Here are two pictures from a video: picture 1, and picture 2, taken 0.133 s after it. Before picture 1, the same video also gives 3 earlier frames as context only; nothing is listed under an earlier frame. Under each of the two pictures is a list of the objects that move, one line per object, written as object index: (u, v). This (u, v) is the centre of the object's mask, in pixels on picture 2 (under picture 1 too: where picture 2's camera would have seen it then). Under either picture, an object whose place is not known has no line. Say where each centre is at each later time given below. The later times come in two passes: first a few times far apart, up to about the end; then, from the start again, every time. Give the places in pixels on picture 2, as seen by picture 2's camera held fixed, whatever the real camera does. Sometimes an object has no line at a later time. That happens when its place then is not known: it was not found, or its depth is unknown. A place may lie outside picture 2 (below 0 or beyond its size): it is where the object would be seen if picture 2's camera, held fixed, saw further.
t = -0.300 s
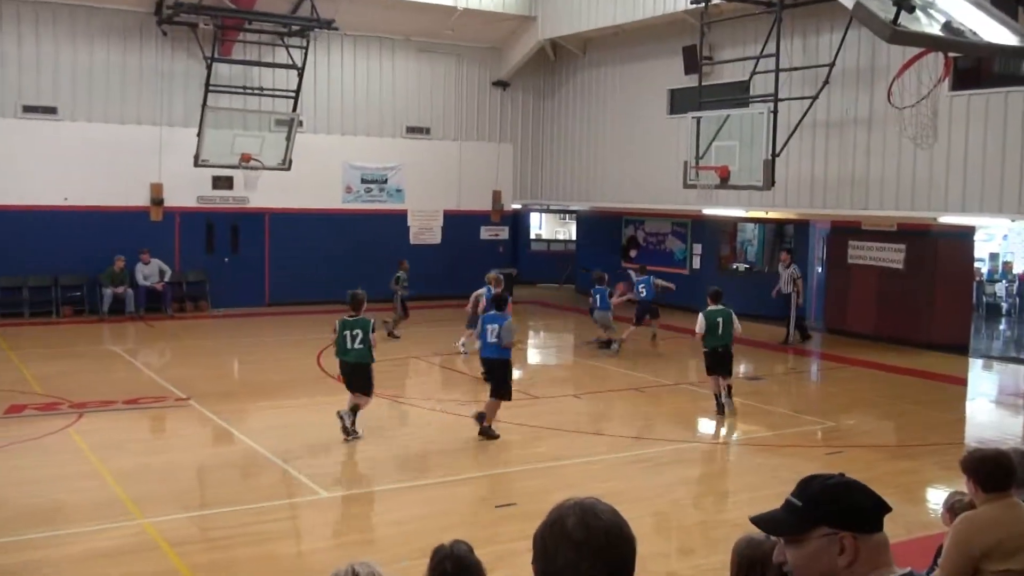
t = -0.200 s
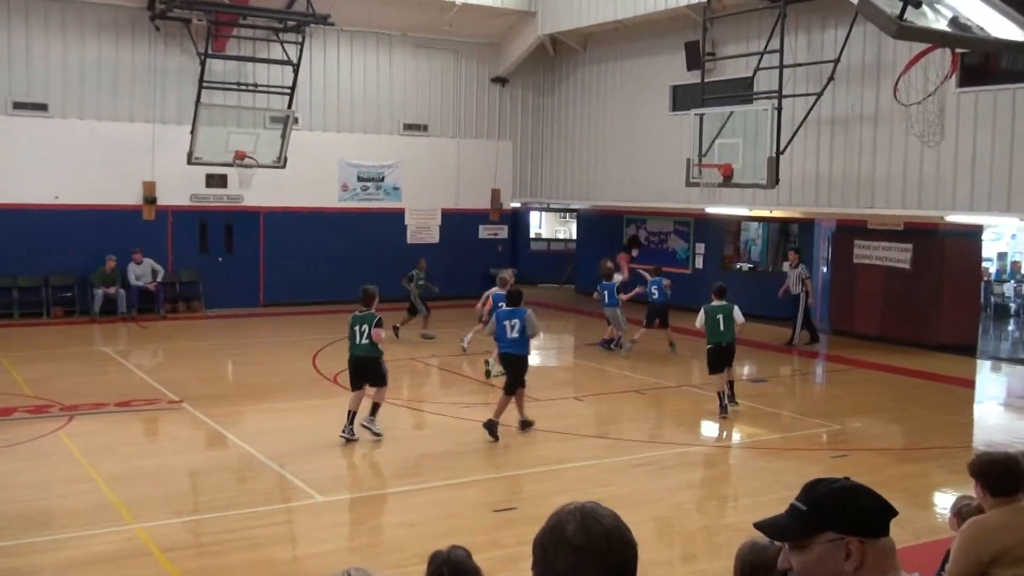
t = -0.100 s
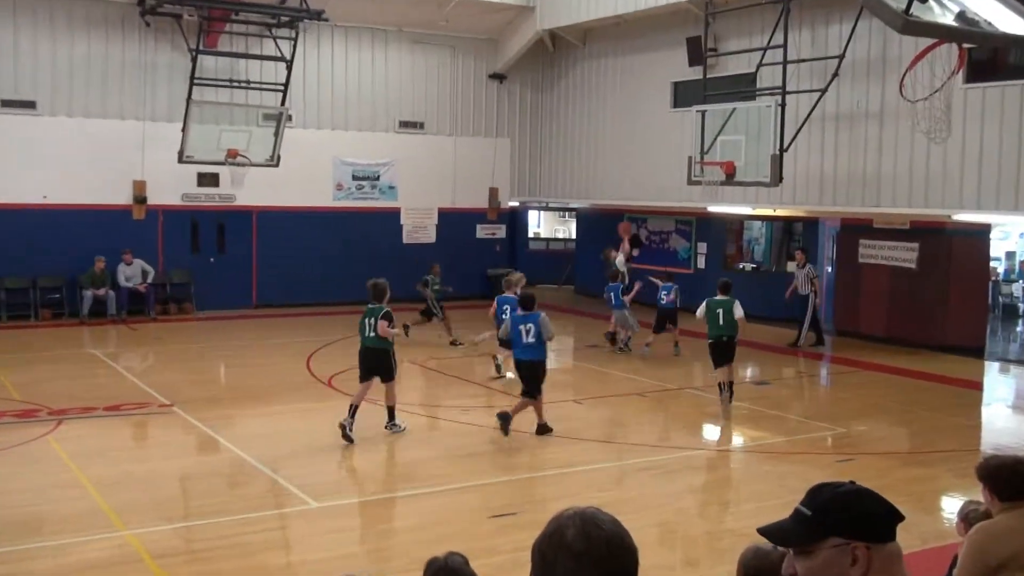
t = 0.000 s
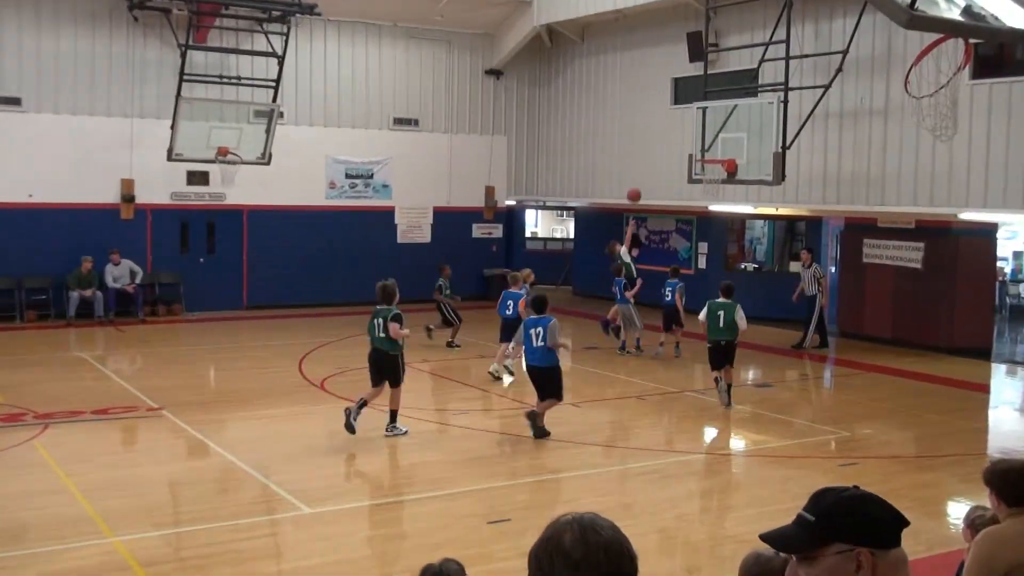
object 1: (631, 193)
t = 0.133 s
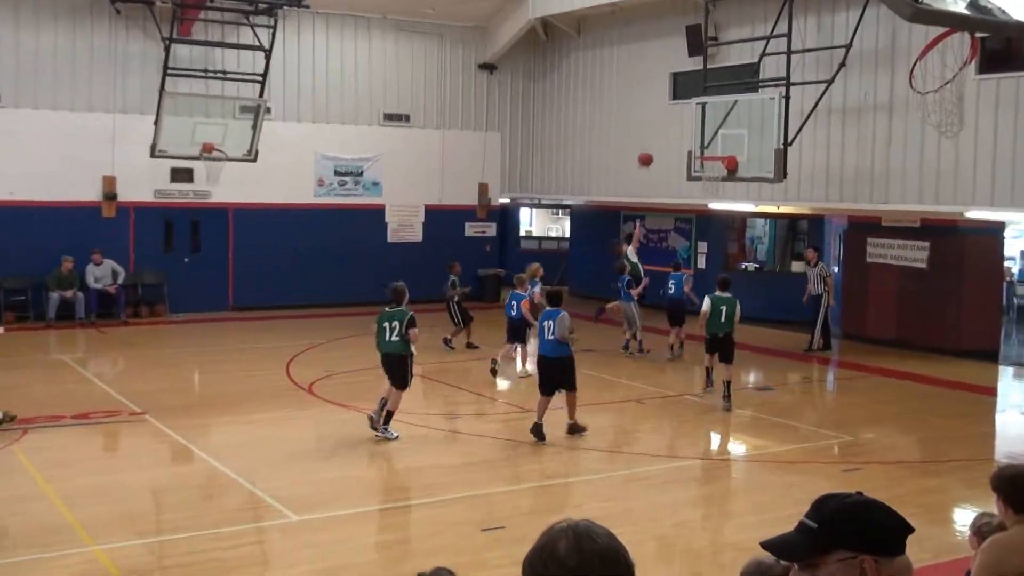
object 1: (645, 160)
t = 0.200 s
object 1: (652, 146)
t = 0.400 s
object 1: (672, 123)
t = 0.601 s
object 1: (691, 126)
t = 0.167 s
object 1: (648, 152)
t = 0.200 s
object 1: (652, 146)
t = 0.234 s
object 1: (655, 140)
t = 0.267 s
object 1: (659, 135)
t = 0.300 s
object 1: (663, 131)
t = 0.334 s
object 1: (666, 127)
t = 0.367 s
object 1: (669, 124)
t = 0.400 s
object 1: (672, 123)
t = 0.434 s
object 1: (676, 122)
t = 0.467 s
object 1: (679, 121)
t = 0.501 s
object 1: (682, 121)
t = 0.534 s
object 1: (685, 122)
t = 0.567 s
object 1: (688, 124)
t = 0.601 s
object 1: (691, 126)
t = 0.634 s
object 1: (694, 130)
